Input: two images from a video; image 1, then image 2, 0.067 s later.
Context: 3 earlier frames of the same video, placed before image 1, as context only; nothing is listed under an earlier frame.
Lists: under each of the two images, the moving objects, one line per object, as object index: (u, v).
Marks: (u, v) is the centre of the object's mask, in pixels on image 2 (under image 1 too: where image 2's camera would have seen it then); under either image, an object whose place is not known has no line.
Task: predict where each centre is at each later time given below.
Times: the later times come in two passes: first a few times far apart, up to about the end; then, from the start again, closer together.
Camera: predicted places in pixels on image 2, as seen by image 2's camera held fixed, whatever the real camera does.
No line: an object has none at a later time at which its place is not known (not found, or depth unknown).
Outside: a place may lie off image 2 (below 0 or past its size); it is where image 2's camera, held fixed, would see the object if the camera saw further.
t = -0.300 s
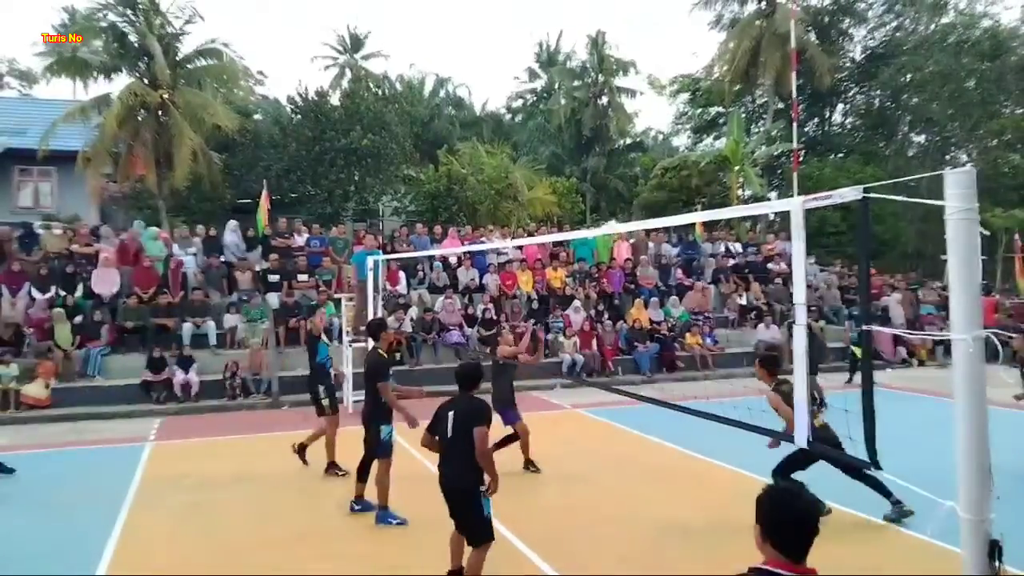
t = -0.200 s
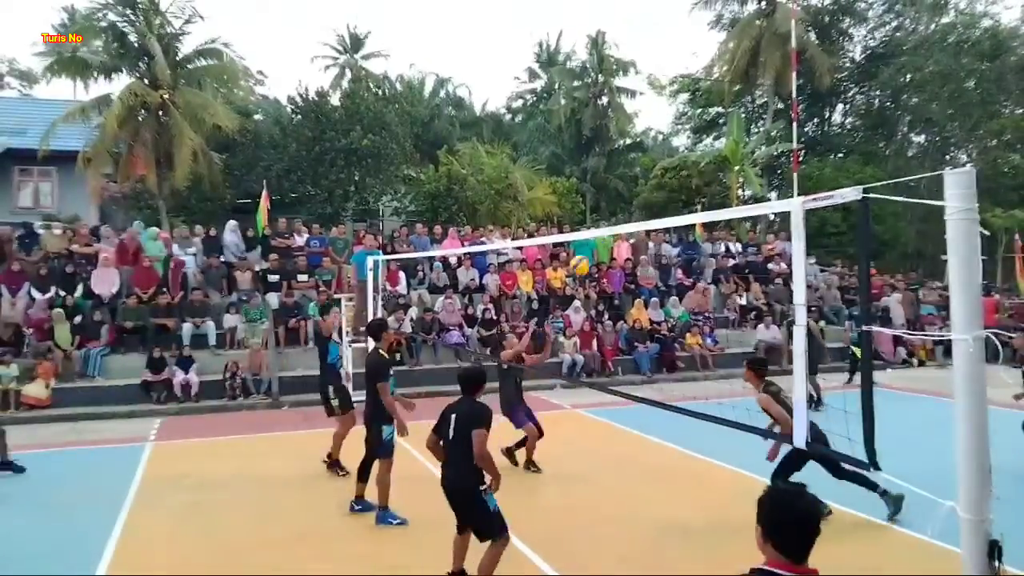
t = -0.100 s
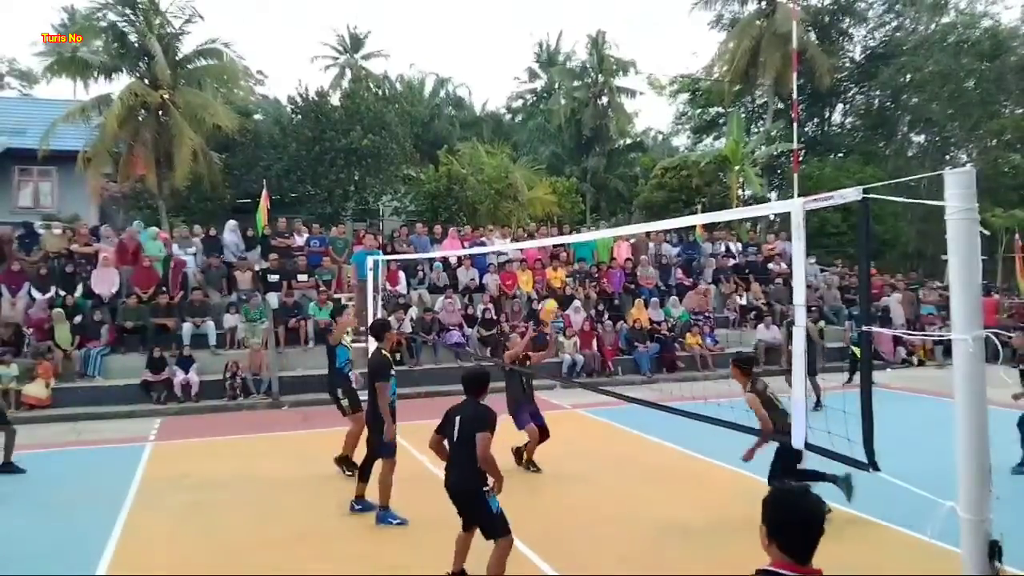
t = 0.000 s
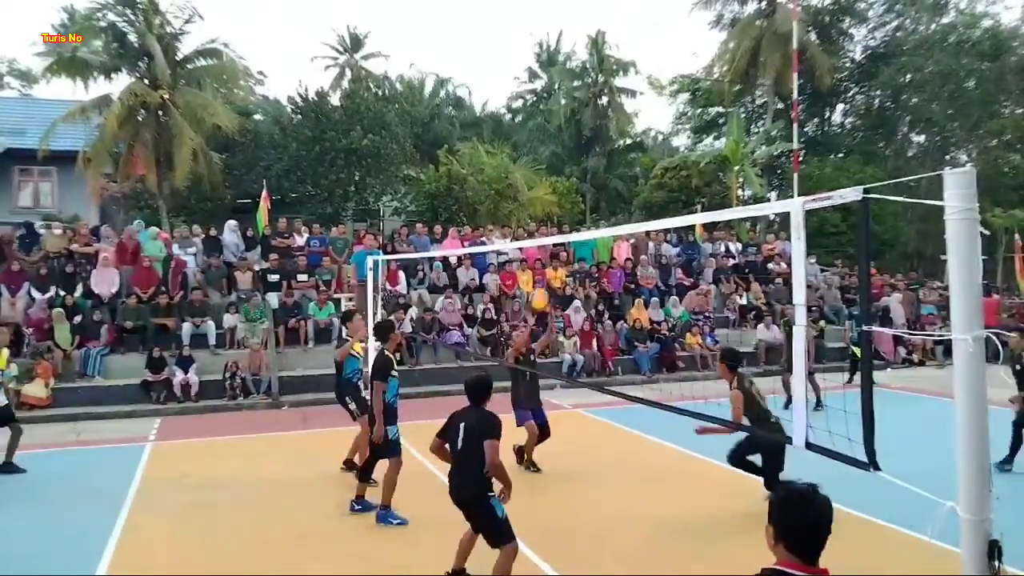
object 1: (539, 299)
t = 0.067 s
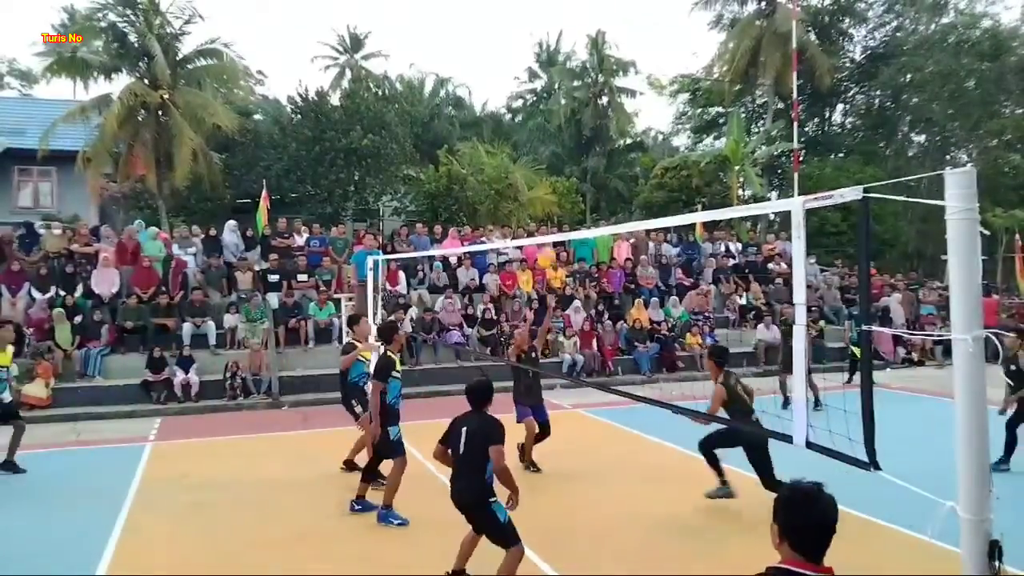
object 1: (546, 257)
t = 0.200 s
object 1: (562, 182)
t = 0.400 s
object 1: (589, 90)
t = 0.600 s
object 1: (619, 34)
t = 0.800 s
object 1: (655, 12)
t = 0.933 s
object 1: (681, 28)
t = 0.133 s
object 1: (554, 216)
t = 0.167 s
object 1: (557, 198)
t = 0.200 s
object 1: (562, 182)
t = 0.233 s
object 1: (566, 164)
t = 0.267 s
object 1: (570, 149)
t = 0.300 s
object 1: (574, 133)
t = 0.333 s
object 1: (579, 117)
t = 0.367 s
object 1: (584, 103)
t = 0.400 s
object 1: (589, 90)
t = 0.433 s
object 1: (594, 78)
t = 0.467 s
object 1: (599, 67)
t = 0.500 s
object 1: (603, 57)
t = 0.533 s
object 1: (609, 48)
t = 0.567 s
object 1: (614, 40)
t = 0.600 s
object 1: (619, 34)
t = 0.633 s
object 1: (625, 26)
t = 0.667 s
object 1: (630, 21)
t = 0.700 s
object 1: (636, 17)
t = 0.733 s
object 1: (642, 14)
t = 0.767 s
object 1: (648, 13)
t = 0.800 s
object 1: (655, 12)
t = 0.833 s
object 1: (661, 14)
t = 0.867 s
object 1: (667, 17)
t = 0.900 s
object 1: (674, 22)
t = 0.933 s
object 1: (681, 28)
